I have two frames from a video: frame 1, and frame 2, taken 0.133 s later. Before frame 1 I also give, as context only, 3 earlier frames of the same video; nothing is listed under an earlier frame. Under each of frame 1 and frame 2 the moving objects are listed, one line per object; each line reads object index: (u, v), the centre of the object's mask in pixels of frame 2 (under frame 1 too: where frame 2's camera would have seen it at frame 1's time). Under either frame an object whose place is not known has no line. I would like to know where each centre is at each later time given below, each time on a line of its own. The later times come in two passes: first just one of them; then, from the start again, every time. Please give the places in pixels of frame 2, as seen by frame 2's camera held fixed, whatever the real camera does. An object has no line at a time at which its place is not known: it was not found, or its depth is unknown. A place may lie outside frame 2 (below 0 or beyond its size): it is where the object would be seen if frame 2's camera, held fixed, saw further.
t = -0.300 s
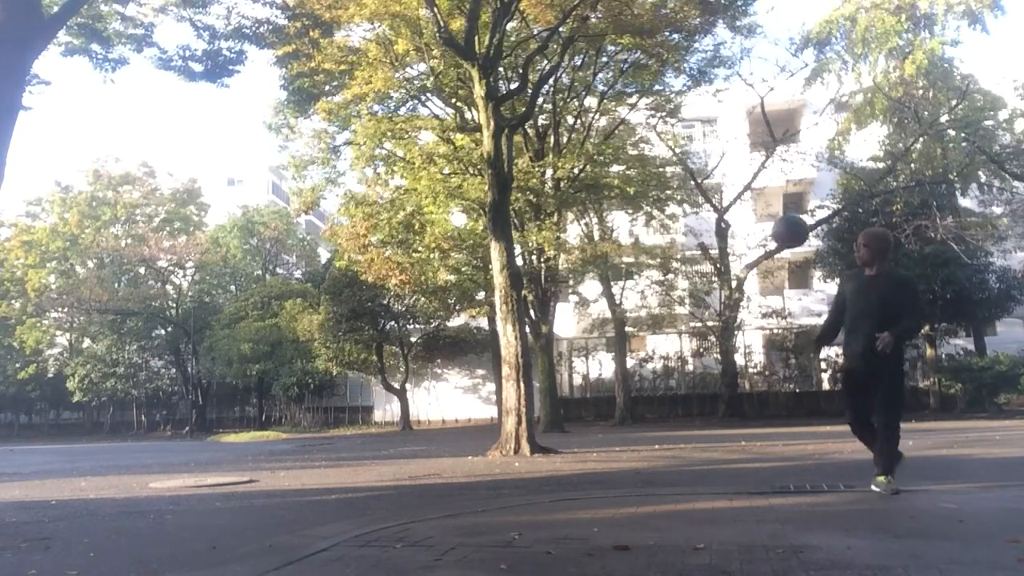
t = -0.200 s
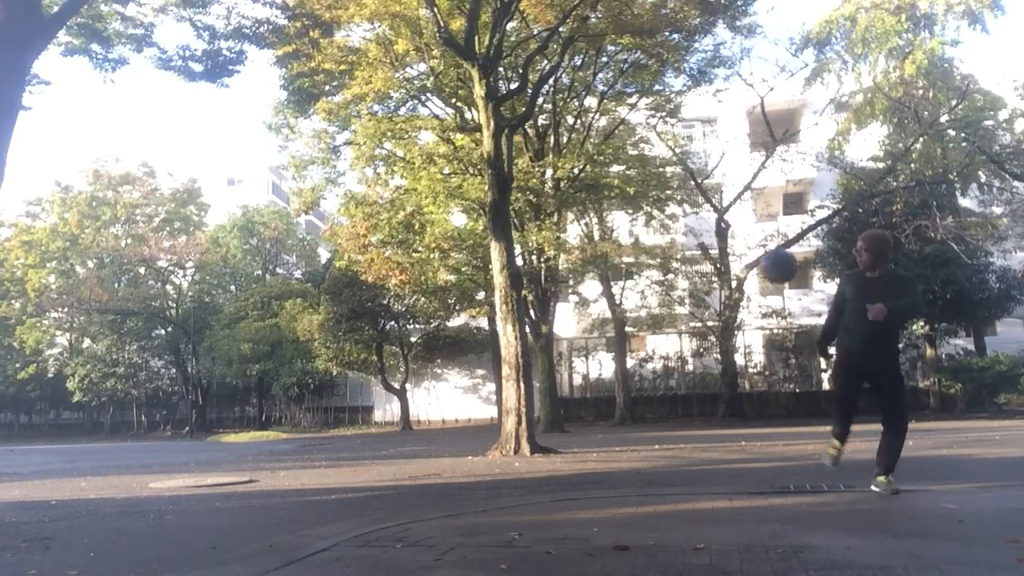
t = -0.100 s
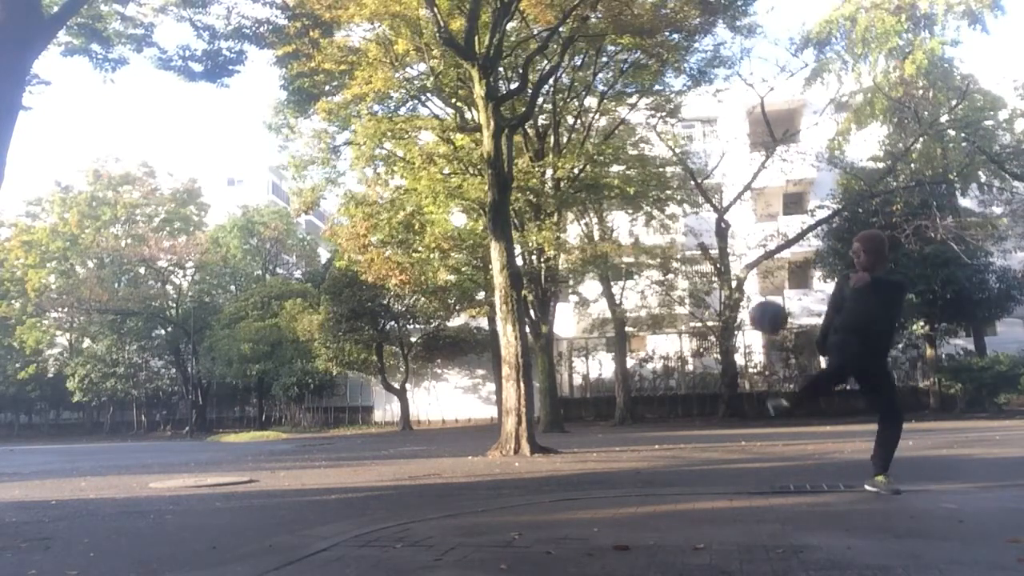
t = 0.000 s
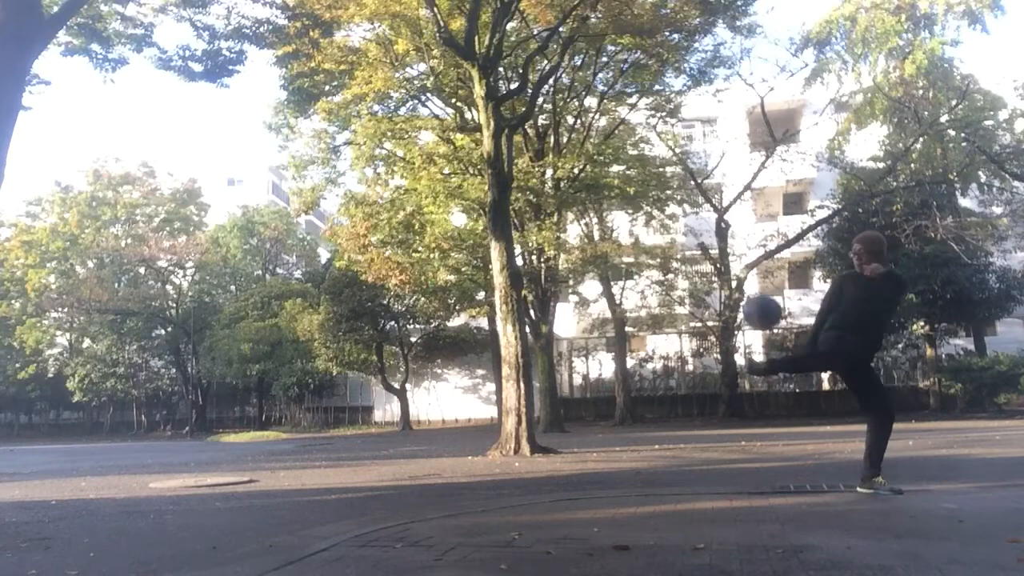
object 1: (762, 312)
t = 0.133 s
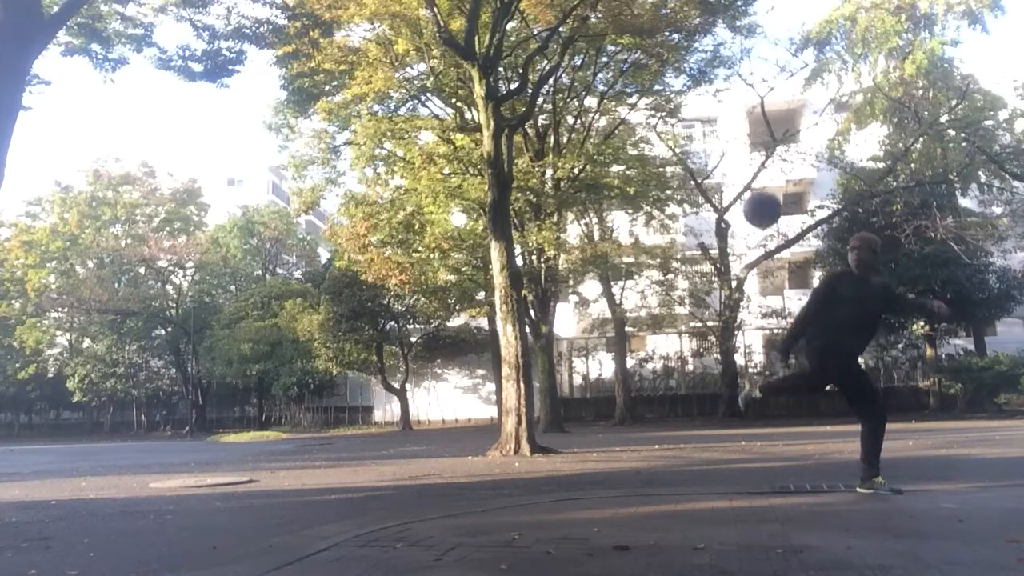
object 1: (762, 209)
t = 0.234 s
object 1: (764, 152)
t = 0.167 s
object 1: (763, 189)
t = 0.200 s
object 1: (764, 171)
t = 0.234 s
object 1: (764, 152)
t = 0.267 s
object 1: (765, 137)
